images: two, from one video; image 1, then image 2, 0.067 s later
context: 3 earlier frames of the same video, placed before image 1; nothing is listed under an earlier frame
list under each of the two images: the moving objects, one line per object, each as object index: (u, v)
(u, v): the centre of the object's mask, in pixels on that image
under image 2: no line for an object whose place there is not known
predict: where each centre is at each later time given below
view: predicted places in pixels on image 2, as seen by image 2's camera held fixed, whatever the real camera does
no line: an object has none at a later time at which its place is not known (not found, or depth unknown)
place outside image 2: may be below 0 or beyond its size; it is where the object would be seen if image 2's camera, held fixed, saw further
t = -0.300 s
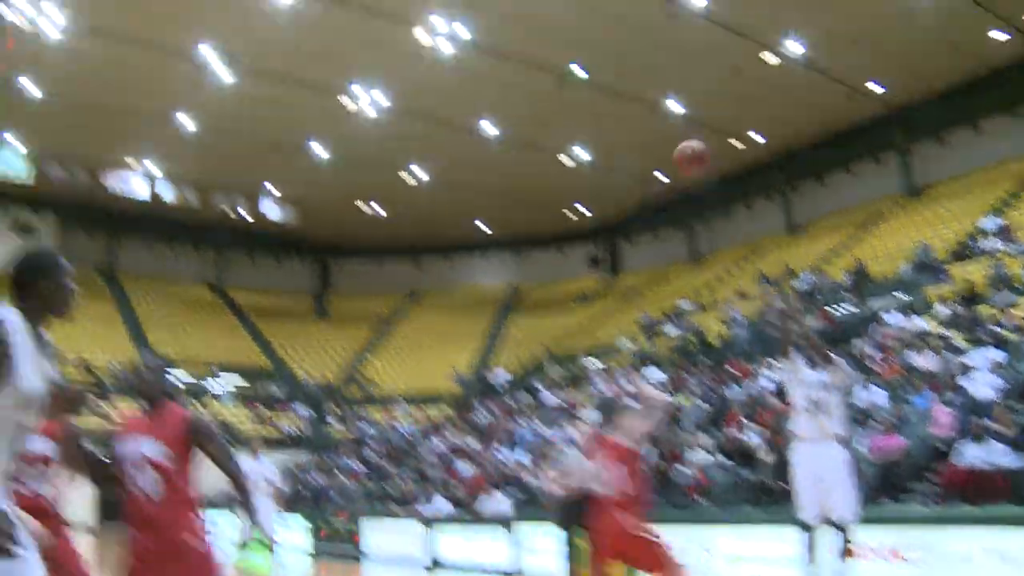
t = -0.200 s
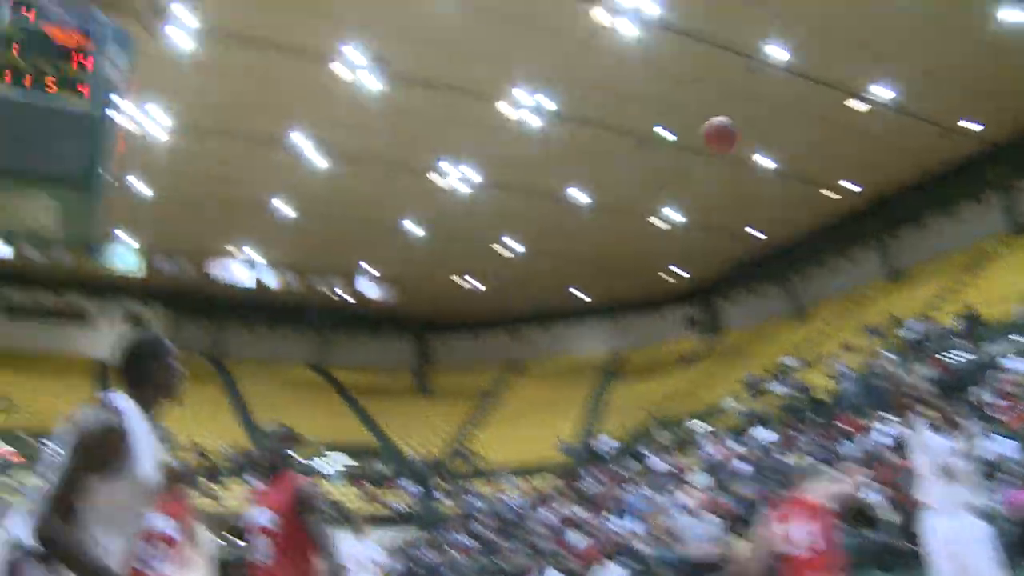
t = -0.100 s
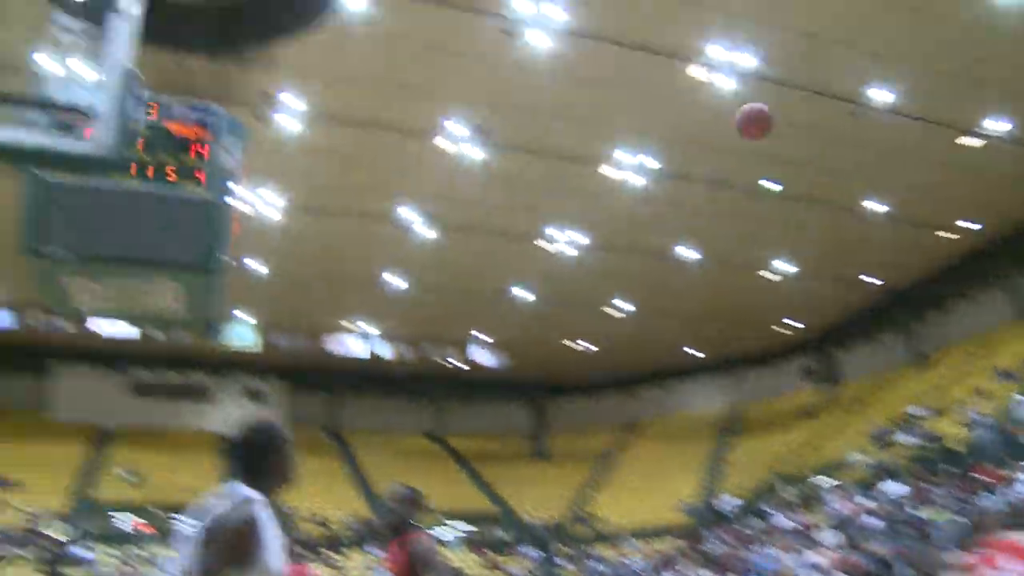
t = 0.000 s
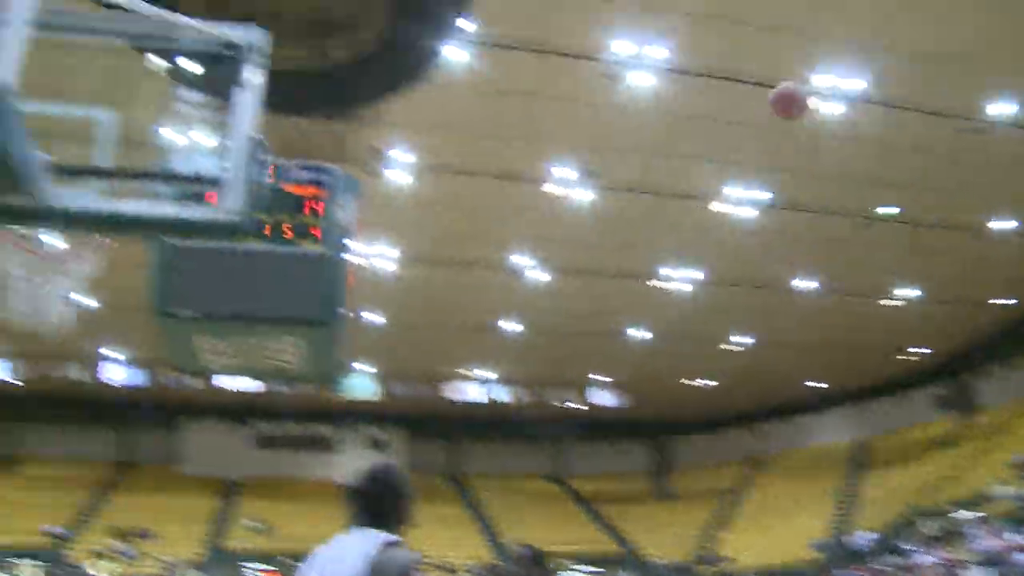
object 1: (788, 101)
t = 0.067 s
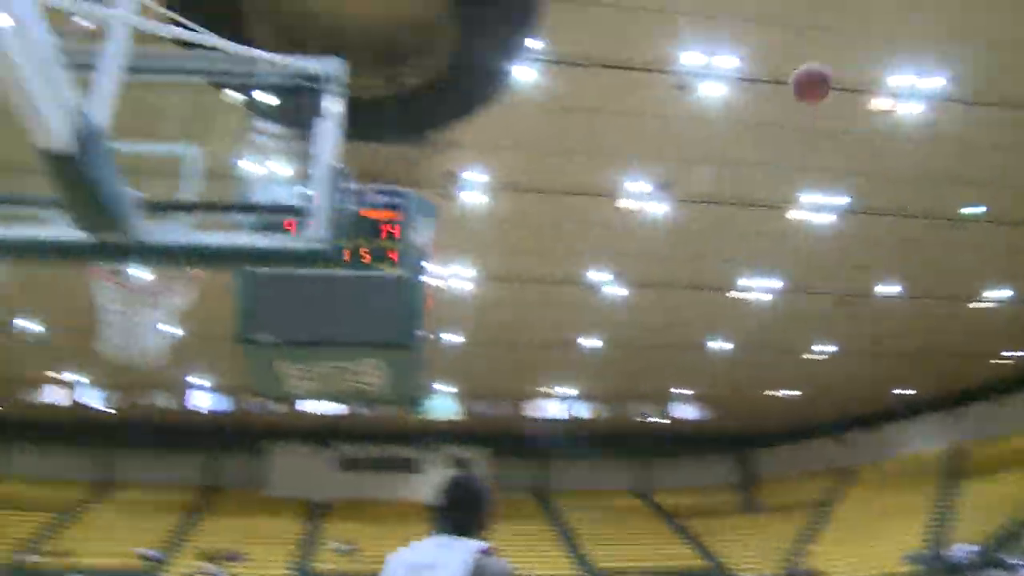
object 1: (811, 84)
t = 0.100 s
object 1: (783, 75)
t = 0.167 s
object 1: (734, 61)
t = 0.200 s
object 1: (706, 58)
